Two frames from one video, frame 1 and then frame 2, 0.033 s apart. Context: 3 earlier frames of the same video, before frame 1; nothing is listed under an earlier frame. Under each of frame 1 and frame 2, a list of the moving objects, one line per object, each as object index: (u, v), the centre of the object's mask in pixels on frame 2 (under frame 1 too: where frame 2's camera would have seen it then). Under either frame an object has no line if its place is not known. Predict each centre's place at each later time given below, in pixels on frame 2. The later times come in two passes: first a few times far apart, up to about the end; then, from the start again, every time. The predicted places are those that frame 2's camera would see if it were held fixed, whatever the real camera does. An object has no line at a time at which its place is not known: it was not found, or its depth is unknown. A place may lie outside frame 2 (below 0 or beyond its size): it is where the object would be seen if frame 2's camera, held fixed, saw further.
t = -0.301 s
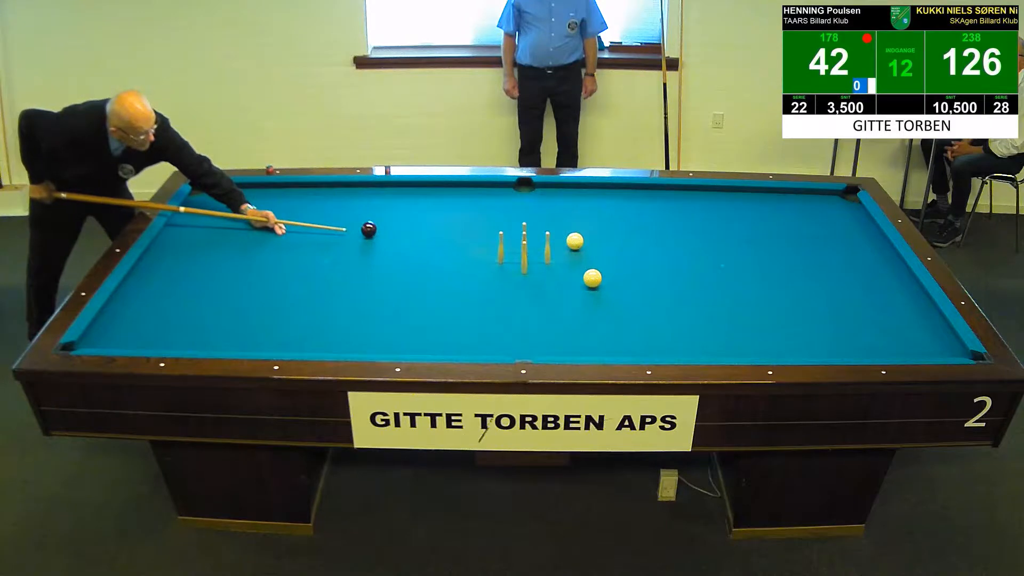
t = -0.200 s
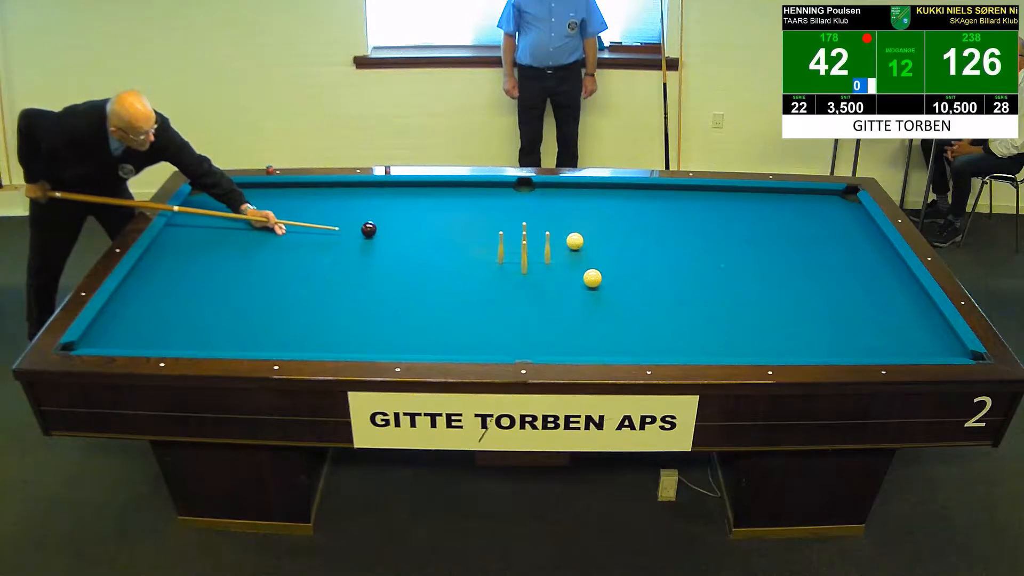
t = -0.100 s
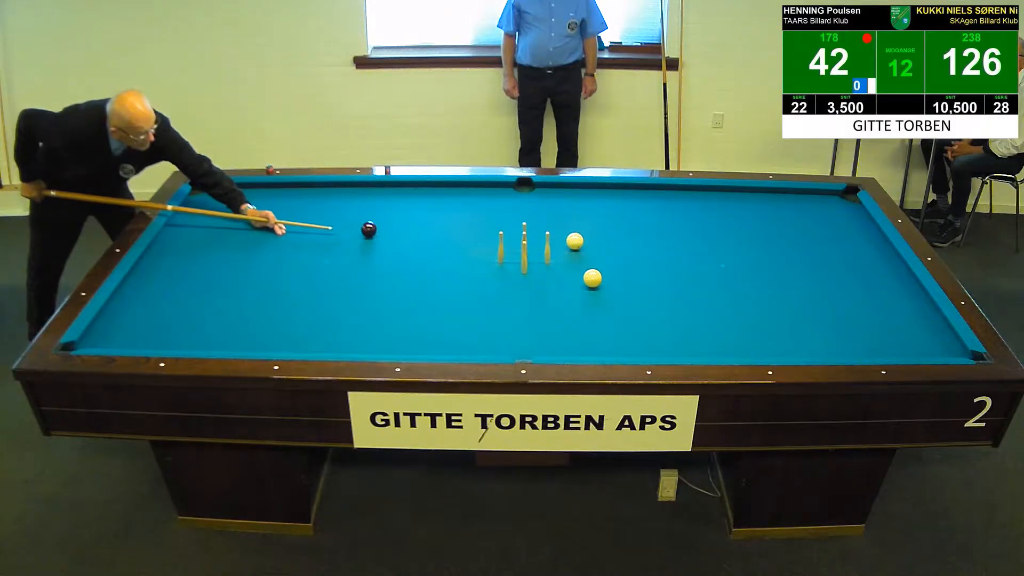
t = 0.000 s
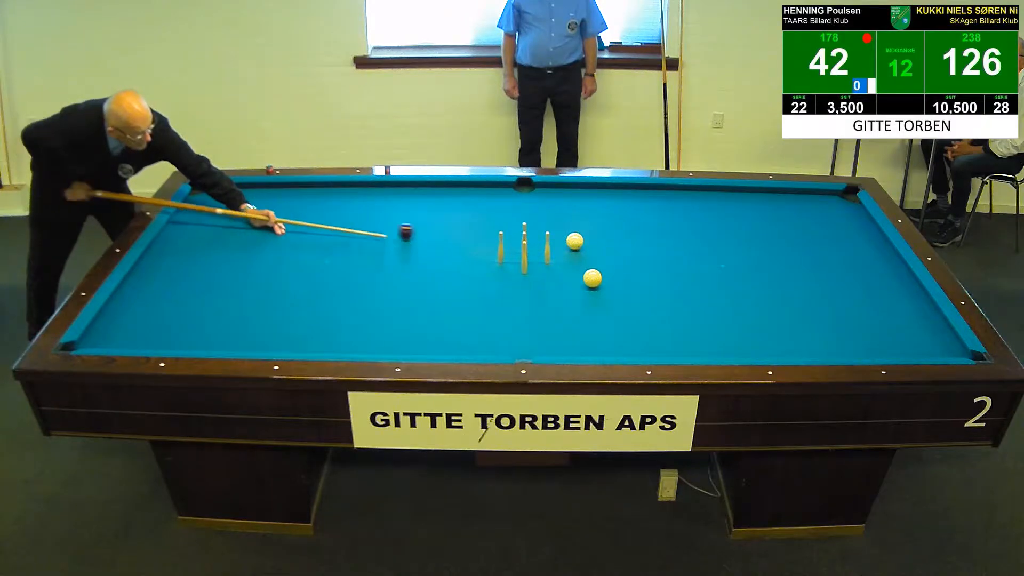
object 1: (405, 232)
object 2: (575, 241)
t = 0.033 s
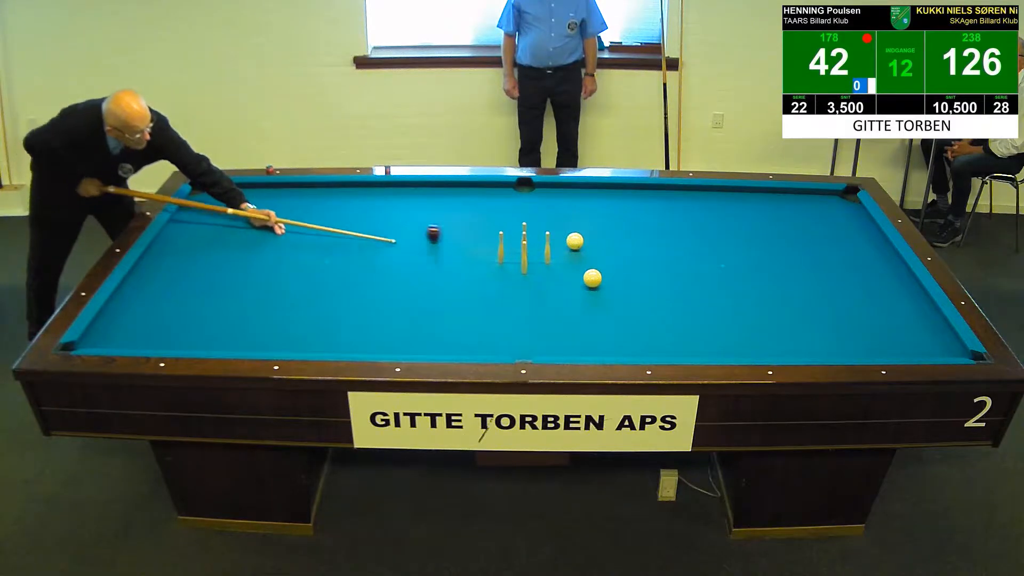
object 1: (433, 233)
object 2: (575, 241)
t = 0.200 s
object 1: (558, 243)
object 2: (580, 241)
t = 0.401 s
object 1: (562, 255)
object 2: (701, 237)
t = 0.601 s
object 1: (566, 267)
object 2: (794, 234)
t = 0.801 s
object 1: (570, 279)
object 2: (877, 232)
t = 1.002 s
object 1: (574, 291)
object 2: (811, 224)
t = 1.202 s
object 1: (579, 304)
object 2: (756, 218)
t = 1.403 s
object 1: (583, 317)
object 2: (700, 212)
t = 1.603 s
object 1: (587, 330)
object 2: (646, 206)
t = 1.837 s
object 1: (593, 346)
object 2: (583, 199)
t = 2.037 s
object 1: (591, 349)
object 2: (531, 194)
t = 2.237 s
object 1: (581, 344)
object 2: (480, 190)
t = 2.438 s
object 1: (571, 337)
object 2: (431, 185)
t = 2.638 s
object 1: (562, 330)
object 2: (387, 185)
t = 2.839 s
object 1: (554, 324)
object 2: (345, 187)
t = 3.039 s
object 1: (546, 319)
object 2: (303, 190)
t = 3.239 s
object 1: (538, 313)
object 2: (262, 192)
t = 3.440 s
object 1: (531, 308)
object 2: (223, 195)
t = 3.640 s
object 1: (525, 304)
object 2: (194, 198)
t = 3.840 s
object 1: (518, 300)
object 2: (216, 200)
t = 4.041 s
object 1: (513, 296)
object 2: (236, 203)
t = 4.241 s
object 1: (507, 292)
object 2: (256, 206)
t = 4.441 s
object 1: (502, 289)
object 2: (277, 209)
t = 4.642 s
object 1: (497, 286)
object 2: (298, 212)
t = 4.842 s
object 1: (493, 283)
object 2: (318, 215)
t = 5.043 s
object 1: (489, 280)
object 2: (339, 218)
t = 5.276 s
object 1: (485, 277)
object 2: (363, 221)
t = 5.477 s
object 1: (482, 275)
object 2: (384, 225)
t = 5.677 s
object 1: (479, 273)
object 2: (404, 227)
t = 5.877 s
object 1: (477, 271)
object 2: (425, 231)
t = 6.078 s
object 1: (475, 270)
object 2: (445, 234)
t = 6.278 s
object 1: (473, 269)
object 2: (466, 237)
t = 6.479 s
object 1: (472, 267)
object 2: (486, 240)
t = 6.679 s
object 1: (471, 267)
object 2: (508, 243)
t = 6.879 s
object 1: (470, 266)
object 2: (523, 245)
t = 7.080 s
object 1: (469, 265)
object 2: (539, 249)
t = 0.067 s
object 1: (460, 235)
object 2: (575, 241)
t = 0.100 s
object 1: (487, 237)
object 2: (575, 241)
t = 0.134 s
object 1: (512, 239)
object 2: (575, 241)
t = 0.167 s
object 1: (537, 241)
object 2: (575, 241)
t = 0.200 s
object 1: (558, 243)
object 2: (580, 241)
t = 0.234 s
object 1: (559, 245)
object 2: (602, 240)
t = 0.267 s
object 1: (560, 247)
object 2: (623, 239)
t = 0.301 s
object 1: (561, 249)
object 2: (644, 238)
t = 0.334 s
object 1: (561, 251)
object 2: (664, 238)
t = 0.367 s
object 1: (562, 253)
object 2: (682, 237)
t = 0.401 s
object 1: (562, 255)
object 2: (701, 237)
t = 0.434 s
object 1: (563, 257)
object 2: (718, 236)
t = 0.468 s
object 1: (564, 259)
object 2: (734, 236)
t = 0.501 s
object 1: (564, 261)
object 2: (750, 235)
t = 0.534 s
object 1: (565, 263)
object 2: (765, 235)
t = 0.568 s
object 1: (566, 265)
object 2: (780, 234)
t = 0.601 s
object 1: (566, 267)
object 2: (794, 234)
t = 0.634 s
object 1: (567, 269)
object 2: (808, 234)
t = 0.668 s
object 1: (568, 271)
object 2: (823, 233)
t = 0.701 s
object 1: (568, 273)
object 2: (837, 233)
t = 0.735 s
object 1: (569, 275)
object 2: (851, 232)
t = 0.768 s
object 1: (570, 277)
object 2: (864, 232)
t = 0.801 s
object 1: (570, 279)
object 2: (877, 232)
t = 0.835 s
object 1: (571, 281)
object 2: (867, 230)
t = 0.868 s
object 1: (572, 283)
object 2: (855, 229)
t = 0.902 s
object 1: (572, 285)
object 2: (843, 228)
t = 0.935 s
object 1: (573, 287)
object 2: (832, 227)
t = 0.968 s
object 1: (574, 289)
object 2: (822, 225)
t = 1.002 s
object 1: (574, 291)
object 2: (811, 224)
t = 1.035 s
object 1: (575, 294)
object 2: (802, 223)
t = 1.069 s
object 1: (576, 296)
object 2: (793, 222)
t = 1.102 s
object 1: (577, 298)
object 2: (783, 221)
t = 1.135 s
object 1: (577, 300)
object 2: (774, 220)
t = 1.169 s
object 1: (578, 302)
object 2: (765, 219)
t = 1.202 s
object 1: (579, 304)
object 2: (756, 218)
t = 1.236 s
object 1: (579, 306)
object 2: (746, 217)
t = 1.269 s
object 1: (580, 309)
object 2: (737, 216)
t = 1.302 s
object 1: (581, 311)
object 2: (728, 215)
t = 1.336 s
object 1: (582, 313)
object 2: (719, 214)
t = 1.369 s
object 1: (582, 315)
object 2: (710, 213)
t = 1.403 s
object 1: (583, 317)
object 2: (700, 212)
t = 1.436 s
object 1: (584, 319)
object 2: (691, 210)
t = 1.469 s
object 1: (584, 322)
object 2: (682, 209)
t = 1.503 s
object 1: (585, 324)
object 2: (673, 209)
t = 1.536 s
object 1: (586, 326)
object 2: (664, 208)
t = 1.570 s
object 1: (587, 328)
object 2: (655, 207)
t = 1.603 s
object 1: (587, 330)
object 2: (646, 206)
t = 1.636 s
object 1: (588, 333)
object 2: (637, 205)
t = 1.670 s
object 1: (589, 335)
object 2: (628, 204)
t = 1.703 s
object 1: (590, 337)
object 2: (619, 203)
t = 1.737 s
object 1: (590, 340)
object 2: (610, 202)
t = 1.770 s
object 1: (591, 342)
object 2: (601, 201)
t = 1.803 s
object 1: (592, 344)
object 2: (592, 200)
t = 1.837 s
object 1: (593, 346)
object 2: (583, 199)
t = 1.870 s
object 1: (593, 348)
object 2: (574, 199)
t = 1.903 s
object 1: (594, 350)
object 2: (566, 198)
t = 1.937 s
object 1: (595, 351)
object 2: (557, 197)
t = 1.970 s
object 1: (594, 351)
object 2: (548, 196)
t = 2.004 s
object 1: (592, 350)
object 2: (539, 195)
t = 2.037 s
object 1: (591, 349)
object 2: (531, 194)
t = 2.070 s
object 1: (589, 349)
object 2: (522, 193)
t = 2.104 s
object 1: (587, 348)
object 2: (514, 193)
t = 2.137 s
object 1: (586, 347)
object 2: (505, 192)
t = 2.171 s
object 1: (584, 346)
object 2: (497, 191)
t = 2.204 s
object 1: (582, 345)
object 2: (488, 191)
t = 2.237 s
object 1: (581, 344)
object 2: (480, 190)
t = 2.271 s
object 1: (579, 343)
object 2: (472, 189)
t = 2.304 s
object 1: (578, 342)
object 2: (464, 188)
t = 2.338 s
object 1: (576, 340)
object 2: (456, 187)
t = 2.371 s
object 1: (574, 339)
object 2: (448, 187)
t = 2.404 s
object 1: (573, 338)
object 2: (439, 186)
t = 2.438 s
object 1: (571, 337)
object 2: (431, 185)
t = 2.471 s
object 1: (570, 336)
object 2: (424, 185)
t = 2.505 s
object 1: (568, 335)
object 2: (415, 184)
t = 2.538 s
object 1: (567, 334)
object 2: (408, 184)
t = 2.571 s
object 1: (565, 332)
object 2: (401, 184)
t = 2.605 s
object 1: (564, 332)
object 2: (394, 185)
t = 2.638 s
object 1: (562, 330)
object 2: (387, 185)
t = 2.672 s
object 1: (561, 329)
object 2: (380, 186)
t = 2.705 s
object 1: (560, 328)
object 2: (372, 186)
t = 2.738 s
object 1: (558, 327)
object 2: (366, 186)
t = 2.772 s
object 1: (557, 326)
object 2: (358, 187)
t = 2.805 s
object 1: (555, 325)
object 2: (351, 187)
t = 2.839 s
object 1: (554, 324)
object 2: (345, 187)
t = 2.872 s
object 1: (553, 323)
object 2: (338, 188)
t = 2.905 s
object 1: (551, 322)
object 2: (330, 188)
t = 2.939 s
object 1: (550, 321)
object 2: (324, 189)
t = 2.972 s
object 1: (549, 320)
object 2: (317, 189)
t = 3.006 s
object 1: (547, 320)
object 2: (310, 189)
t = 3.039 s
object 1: (546, 319)
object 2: (303, 190)
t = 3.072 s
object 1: (545, 318)
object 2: (296, 190)
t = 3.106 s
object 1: (543, 317)
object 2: (289, 190)
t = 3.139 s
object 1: (542, 316)
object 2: (282, 191)
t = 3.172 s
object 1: (541, 315)
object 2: (276, 192)
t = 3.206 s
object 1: (540, 314)
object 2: (269, 192)
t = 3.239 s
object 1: (538, 313)
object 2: (262, 192)
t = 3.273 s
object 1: (537, 313)
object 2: (255, 193)
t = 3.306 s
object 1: (536, 312)
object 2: (249, 193)
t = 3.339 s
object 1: (535, 311)
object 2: (242, 194)
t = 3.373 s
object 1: (534, 310)
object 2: (236, 194)
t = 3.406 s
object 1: (532, 309)
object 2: (229, 194)
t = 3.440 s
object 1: (531, 308)
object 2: (223, 195)
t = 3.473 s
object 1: (530, 308)
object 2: (217, 195)
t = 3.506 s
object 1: (529, 307)
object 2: (210, 196)
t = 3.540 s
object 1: (528, 306)
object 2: (204, 196)
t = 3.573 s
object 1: (527, 305)
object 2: (197, 197)
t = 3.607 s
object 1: (526, 305)
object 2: (191, 197)
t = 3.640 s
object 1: (525, 304)
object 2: (194, 198)
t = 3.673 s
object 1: (524, 303)
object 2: (199, 198)
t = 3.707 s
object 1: (523, 302)
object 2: (202, 198)
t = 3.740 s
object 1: (522, 302)
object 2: (206, 199)
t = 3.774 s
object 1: (521, 301)
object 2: (209, 199)
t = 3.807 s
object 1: (519, 300)
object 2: (212, 200)
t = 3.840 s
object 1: (518, 300)
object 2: (216, 200)
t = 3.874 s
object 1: (517, 299)
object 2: (219, 201)
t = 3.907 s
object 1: (516, 298)
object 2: (222, 201)
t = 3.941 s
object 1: (515, 298)
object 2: (226, 202)
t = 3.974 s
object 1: (514, 297)
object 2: (229, 202)
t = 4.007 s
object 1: (513, 296)
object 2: (233, 203)
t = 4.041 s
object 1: (513, 296)
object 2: (236, 203)
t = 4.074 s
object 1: (512, 295)
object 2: (239, 204)
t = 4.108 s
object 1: (511, 294)
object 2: (243, 204)
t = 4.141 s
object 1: (510, 294)
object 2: (246, 204)
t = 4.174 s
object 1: (509, 293)
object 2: (250, 205)
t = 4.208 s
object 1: (508, 293)
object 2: (253, 205)
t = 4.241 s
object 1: (507, 292)
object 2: (256, 206)
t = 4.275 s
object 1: (506, 291)
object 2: (260, 206)
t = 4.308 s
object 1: (505, 291)
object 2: (263, 207)
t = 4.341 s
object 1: (504, 290)
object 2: (267, 208)
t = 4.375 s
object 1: (503, 290)
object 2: (270, 208)
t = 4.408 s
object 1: (503, 289)
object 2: (273, 209)
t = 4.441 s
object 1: (502, 289)
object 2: (277, 209)
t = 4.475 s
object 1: (501, 288)
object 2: (280, 209)
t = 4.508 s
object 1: (500, 288)
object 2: (284, 210)
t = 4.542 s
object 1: (499, 287)
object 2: (287, 210)
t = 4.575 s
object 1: (499, 286)
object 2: (291, 211)
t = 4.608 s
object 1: (498, 286)
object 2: (294, 212)
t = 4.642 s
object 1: (497, 286)
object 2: (298, 212)
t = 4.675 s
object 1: (497, 285)
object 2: (301, 212)
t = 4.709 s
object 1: (496, 284)
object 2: (304, 213)
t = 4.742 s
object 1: (495, 284)
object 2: (308, 213)
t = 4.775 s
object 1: (494, 284)
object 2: (312, 214)
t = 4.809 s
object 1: (494, 283)
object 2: (315, 214)
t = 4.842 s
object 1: (493, 283)
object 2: (318, 215)
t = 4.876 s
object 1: (492, 282)
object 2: (322, 215)
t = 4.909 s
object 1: (492, 282)
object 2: (325, 216)
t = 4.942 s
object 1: (491, 281)
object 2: (329, 217)
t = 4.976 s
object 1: (490, 281)
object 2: (332, 217)
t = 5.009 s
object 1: (490, 280)
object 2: (335, 218)
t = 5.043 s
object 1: (489, 280)
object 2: (339, 218)
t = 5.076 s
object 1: (489, 280)
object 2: (343, 218)
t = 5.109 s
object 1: (488, 279)
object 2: (346, 219)
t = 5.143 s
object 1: (487, 279)
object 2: (349, 220)
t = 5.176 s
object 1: (487, 278)
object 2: (353, 220)
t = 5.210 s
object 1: (486, 278)
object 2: (356, 220)
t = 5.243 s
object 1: (486, 278)
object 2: (360, 221)
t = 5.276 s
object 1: (485, 277)
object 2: (363, 221)
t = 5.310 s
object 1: (485, 277)
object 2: (367, 222)
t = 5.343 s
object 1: (484, 276)
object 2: (370, 222)
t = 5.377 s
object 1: (484, 276)
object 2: (374, 223)
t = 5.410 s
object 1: (483, 276)
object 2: (377, 223)
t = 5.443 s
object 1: (482, 275)
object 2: (380, 224)
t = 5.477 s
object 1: (482, 275)
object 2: (384, 225)
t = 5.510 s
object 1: (481, 275)
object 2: (387, 225)
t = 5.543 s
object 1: (481, 274)
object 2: (391, 225)
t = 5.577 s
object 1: (481, 274)
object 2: (394, 226)
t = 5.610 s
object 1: (480, 274)
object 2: (398, 226)
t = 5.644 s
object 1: (480, 273)
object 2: (401, 227)
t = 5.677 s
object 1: (479, 273)
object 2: (404, 227)
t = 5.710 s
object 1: (479, 273)
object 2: (408, 228)
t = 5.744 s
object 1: (478, 272)
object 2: (412, 229)
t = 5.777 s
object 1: (478, 272)
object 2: (415, 229)
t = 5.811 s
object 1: (478, 272)
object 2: (418, 230)
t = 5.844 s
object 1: (477, 272)
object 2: (422, 230)
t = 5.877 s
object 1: (477, 271)
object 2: (425, 231)
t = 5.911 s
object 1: (476, 271)
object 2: (428, 231)
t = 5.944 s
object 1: (476, 271)
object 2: (432, 232)
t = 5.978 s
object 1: (476, 271)
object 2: (435, 232)
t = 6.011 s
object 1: (475, 270)
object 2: (439, 233)
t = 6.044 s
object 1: (475, 270)
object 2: (442, 233)
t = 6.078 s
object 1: (475, 270)
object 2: (445, 234)
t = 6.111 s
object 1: (474, 270)
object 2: (449, 234)
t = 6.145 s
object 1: (474, 269)
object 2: (452, 235)
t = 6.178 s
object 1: (474, 269)
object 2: (455, 235)
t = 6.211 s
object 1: (474, 269)
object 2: (459, 236)
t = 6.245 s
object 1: (473, 269)
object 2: (462, 237)
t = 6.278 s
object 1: (473, 269)
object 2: (466, 237)
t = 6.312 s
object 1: (473, 268)
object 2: (469, 237)
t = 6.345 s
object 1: (473, 268)
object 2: (472, 238)
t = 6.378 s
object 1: (472, 268)
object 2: (476, 238)
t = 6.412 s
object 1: (472, 268)
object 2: (479, 239)
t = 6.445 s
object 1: (472, 268)
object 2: (482, 239)
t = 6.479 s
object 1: (472, 267)
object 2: (486, 240)
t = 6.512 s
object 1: (471, 267)
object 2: (489, 240)
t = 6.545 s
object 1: (471, 267)
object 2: (492, 241)
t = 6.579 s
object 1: (471, 267)
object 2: (493, 242)
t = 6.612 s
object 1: (471, 267)
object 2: (497, 242)
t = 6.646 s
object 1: (471, 267)
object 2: (504, 242)
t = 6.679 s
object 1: (471, 267)
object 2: (508, 243)
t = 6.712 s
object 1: (470, 266)
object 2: (509, 244)
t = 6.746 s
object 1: (470, 266)
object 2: (512, 244)
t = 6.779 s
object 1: (470, 266)
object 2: (514, 245)
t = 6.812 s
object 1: (470, 266)
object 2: (516, 245)
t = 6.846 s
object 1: (470, 266)
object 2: (519, 245)
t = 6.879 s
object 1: (470, 266)
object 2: (523, 245)
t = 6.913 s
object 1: (470, 266)
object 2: (527, 246)
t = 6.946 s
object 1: (470, 266)
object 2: (531, 247)
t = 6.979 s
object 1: (469, 266)
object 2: (532, 248)
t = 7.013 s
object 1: (469, 265)
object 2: (535, 248)
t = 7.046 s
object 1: (469, 265)
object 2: (537, 249)
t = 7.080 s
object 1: (469, 265)
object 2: (539, 249)
